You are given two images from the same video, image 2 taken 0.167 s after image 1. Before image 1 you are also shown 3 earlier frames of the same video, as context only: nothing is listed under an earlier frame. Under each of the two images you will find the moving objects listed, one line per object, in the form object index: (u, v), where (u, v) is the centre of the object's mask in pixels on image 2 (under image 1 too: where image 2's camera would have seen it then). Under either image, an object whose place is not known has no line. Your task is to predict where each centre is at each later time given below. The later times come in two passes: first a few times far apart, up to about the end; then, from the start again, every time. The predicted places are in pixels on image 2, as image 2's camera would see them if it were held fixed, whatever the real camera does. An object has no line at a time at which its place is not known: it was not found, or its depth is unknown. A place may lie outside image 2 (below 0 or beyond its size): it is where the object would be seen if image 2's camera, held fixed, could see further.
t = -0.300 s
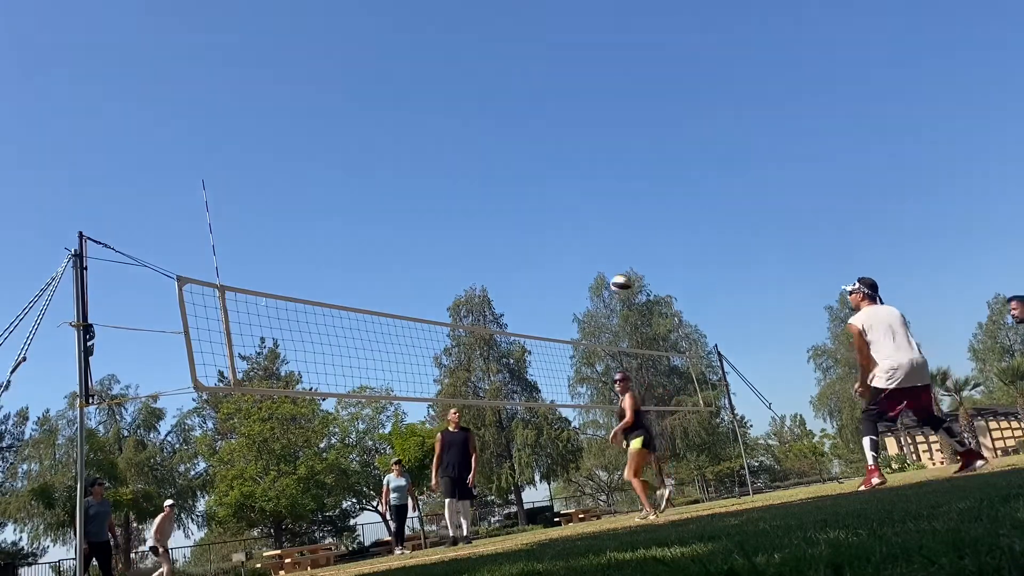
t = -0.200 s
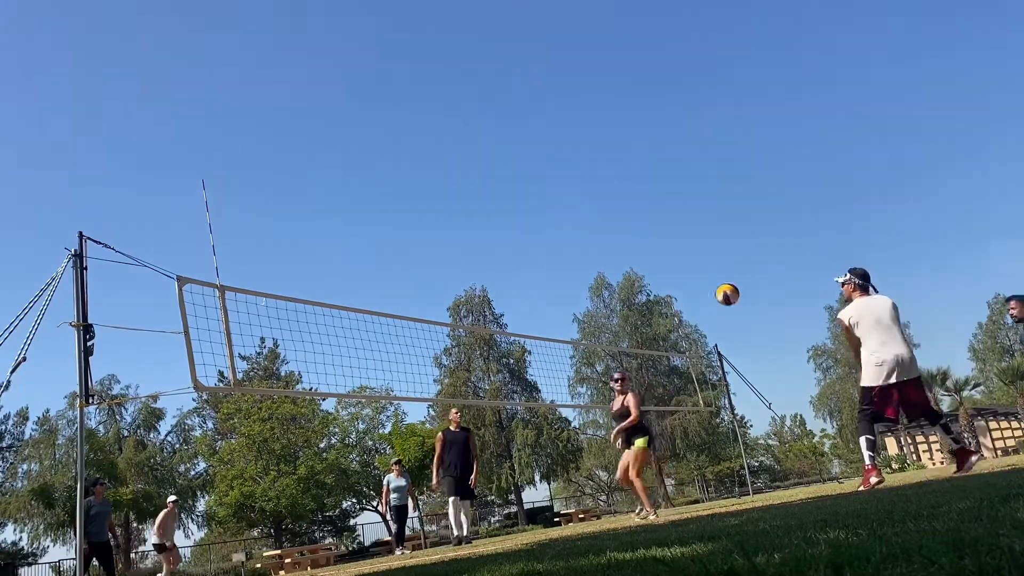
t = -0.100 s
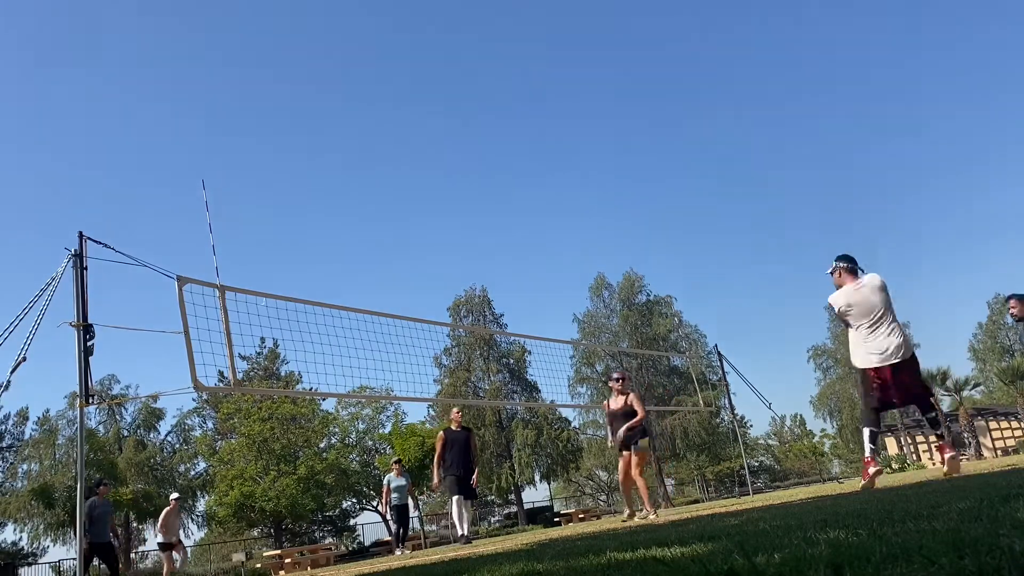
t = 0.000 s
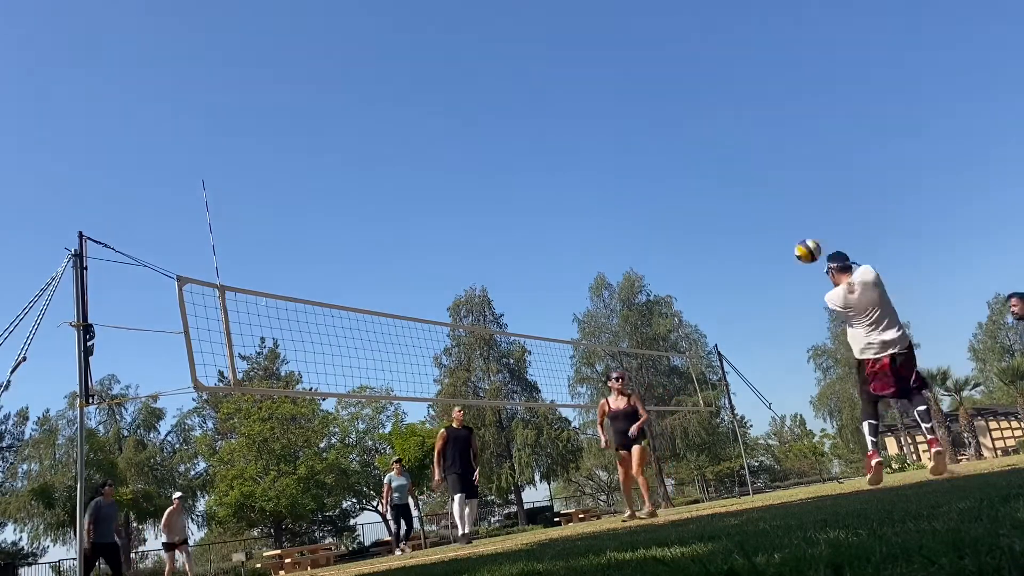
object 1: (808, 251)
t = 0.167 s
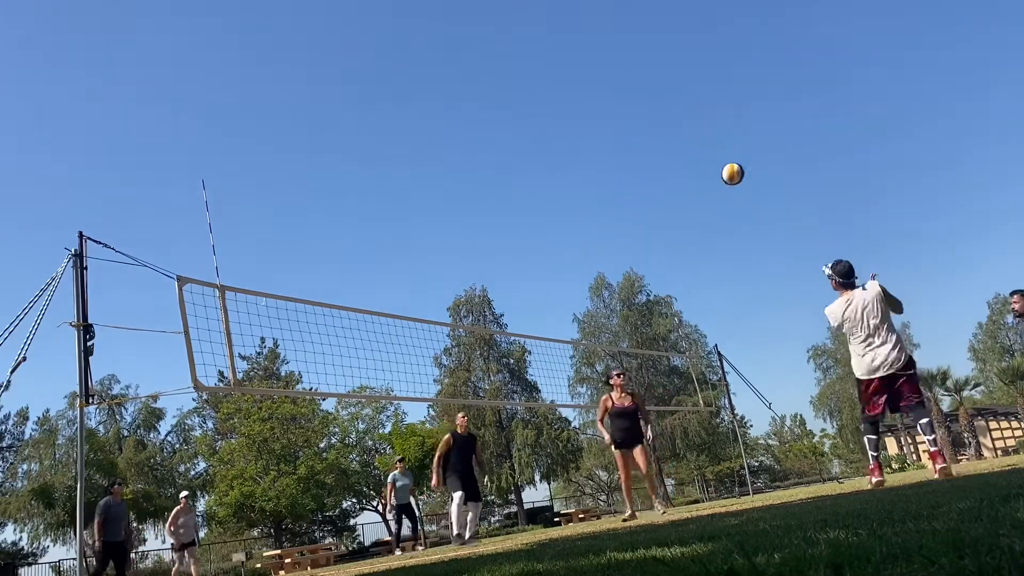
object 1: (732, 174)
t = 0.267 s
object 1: (696, 146)
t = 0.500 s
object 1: (632, 121)
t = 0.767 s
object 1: (580, 148)
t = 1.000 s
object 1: (550, 211)
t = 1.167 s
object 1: (534, 276)
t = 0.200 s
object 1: (720, 163)
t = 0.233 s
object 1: (708, 154)
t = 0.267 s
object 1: (696, 146)
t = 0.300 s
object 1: (686, 139)
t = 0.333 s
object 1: (676, 134)
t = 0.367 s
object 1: (666, 129)
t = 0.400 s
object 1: (657, 125)
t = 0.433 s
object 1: (648, 123)
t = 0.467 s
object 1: (640, 121)
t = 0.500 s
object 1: (632, 121)
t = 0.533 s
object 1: (624, 121)
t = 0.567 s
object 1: (617, 122)
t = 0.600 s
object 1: (610, 125)
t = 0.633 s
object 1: (603, 128)
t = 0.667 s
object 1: (597, 132)
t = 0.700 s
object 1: (591, 136)
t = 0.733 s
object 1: (586, 142)
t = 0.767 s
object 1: (580, 148)
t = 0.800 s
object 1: (575, 155)
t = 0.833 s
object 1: (571, 162)
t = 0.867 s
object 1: (566, 171)
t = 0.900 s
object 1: (560, 180)
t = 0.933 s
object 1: (557, 190)
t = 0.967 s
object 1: (553, 200)
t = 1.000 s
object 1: (550, 211)
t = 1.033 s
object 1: (546, 223)
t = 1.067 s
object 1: (543, 235)
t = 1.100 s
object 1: (540, 248)
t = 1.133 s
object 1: (537, 262)
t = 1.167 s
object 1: (534, 276)
